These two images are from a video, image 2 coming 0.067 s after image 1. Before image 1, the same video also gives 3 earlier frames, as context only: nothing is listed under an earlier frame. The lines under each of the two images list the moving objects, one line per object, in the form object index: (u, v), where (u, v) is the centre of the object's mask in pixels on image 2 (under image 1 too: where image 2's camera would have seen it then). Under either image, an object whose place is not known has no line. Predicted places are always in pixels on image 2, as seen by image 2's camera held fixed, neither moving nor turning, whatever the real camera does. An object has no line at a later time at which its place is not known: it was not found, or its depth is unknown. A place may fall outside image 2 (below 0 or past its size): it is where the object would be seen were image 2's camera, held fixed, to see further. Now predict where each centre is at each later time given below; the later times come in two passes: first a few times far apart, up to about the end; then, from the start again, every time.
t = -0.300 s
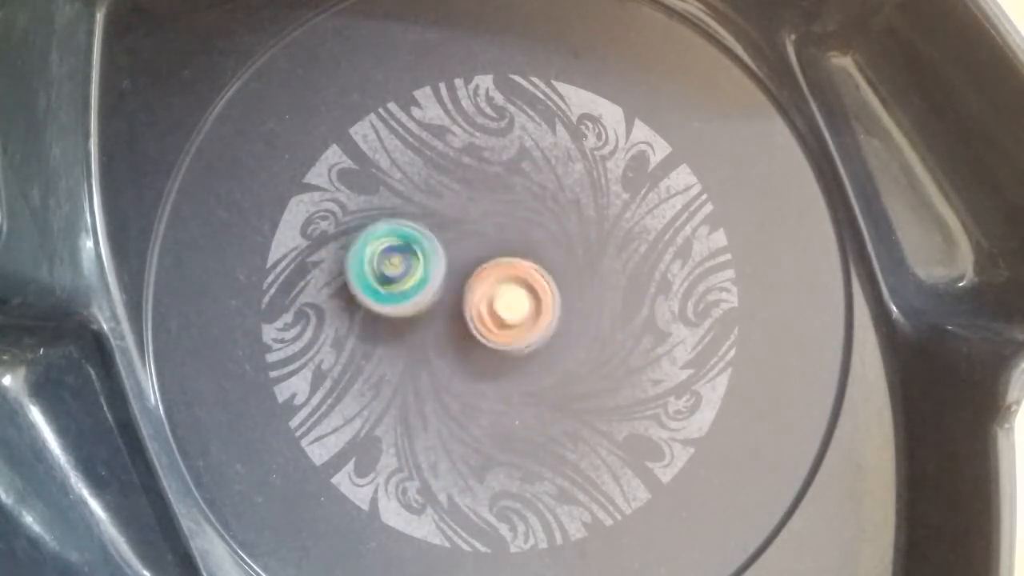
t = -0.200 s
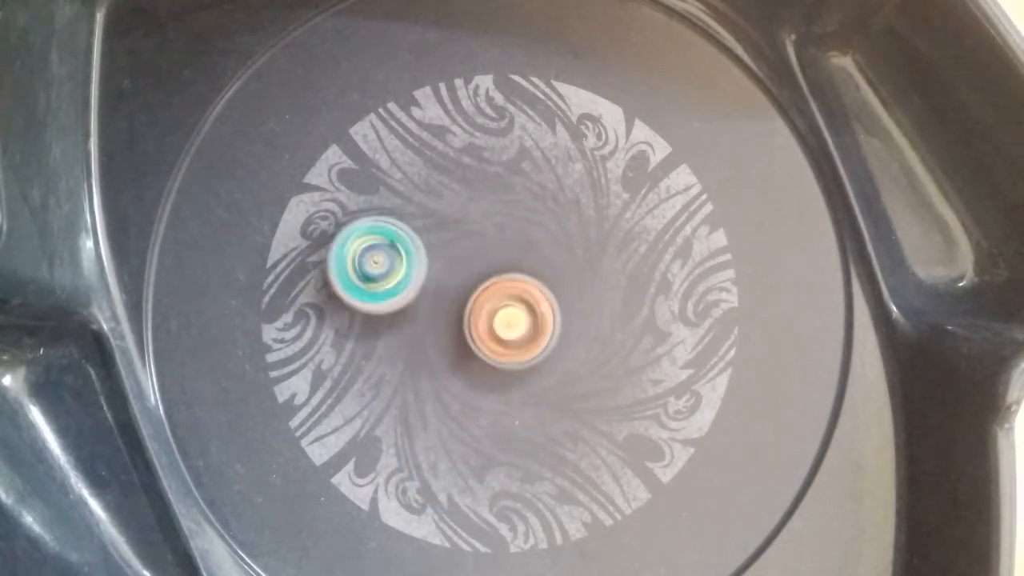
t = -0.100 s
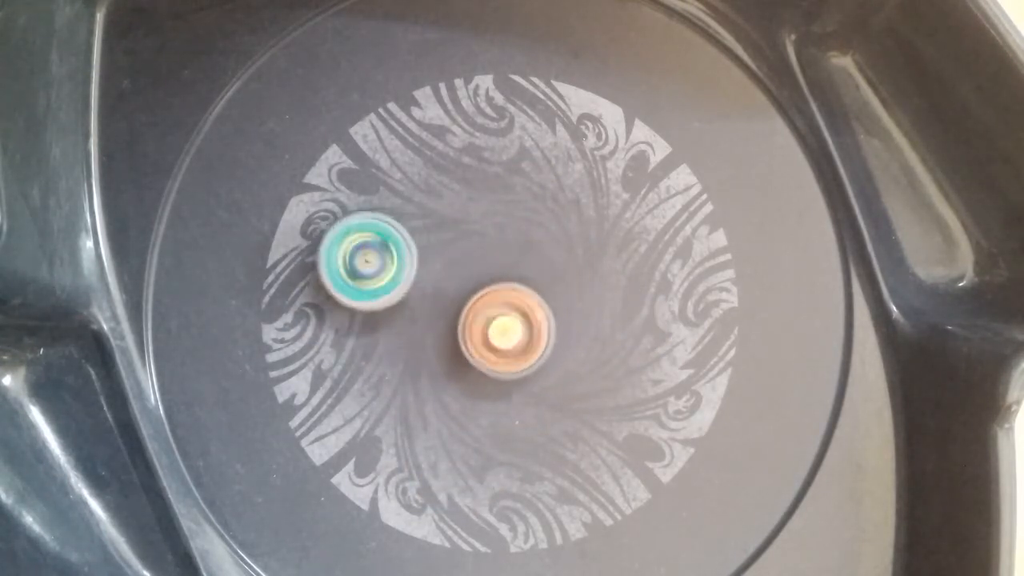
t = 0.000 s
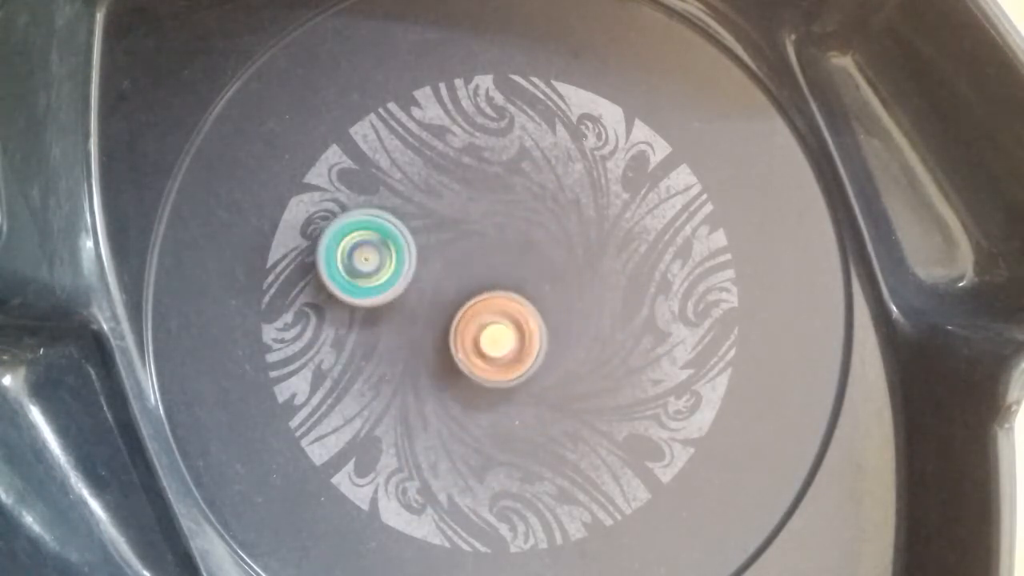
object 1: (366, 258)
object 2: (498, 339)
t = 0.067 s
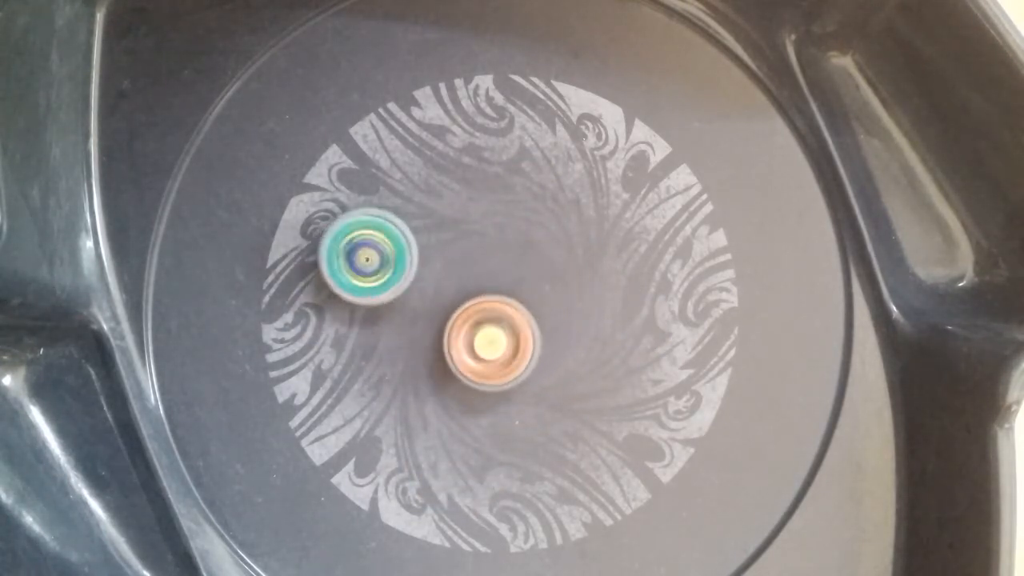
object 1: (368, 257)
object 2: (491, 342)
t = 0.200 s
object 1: (378, 264)
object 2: (477, 349)
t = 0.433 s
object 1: (390, 288)
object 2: (474, 365)
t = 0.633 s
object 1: (386, 301)
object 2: (479, 374)
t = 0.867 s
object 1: (384, 313)
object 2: (483, 374)
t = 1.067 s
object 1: (388, 327)
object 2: (491, 363)
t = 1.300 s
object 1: (391, 345)
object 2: (510, 351)
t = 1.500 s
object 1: (394, 357)
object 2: (529, 341)
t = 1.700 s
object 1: (401, 366)
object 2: (541, 329)
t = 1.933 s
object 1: (414, 378)
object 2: (541, 325)
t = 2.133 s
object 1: (423, 389)
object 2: (530, 323)
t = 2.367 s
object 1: (432, 399)
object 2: (518, 313)
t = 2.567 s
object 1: (442, 404)
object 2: (511, 301)
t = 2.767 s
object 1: (456, 408)
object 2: (510, 295)
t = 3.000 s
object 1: (472, 413)
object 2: (509, 293)
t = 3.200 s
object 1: (483, 416)
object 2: (502, 296)
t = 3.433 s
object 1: (495, 414)
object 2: (491, 295)
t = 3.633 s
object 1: (509, 409)
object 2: (486, 292)
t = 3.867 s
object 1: (524, 406)
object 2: (484, 291)
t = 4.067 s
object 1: (533, 402)
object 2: (483, 297)
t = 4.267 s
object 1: (540, 395)
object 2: (479, 302)
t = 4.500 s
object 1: (551, 385)
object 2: (472, 304)
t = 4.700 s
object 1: (559, 377)
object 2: (473, 302)
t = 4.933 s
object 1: (564, 369)
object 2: (474, 311)
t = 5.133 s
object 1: (568, 358)
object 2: (471, 317)
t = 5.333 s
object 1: (572, 345)
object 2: (465, 321)
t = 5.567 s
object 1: (577, 333)
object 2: (462, 320)
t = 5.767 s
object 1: (576, 324)
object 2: (463, 325)
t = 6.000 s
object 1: (573, 310)
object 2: (463, 332)
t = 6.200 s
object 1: (570, 299)
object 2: (462, 336)
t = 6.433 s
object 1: (567, 290)
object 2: (459, 336)
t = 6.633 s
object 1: (561, 283)
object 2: (461, 336)
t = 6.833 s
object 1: (551, 273)
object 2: (462, 340)
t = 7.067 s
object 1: (543, 263)
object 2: (463, 346)
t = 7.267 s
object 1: (537, 259)
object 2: (469, 348)
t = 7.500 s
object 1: (526, 255)
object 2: (472, 346)
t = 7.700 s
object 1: (515, 252)
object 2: (474, 345)
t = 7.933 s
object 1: (504, 247)
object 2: (481, 345)
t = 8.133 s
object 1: (505, 234)
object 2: (482, 358)
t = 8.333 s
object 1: (513, 233)
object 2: (482, 354)
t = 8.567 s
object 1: (505, 254)
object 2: (485, 351)
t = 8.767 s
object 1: (510, 242)
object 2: (476, 374)
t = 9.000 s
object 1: (505, 252)
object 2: (467, 353)
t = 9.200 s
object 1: (512, 275)
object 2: (459, 346)
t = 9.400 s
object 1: (539, 314)
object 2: (467, 356)
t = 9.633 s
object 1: (567, 291)
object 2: (480, 371)
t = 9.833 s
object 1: (562, 273)
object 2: (477, 387)
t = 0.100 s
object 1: (370, 257)
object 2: (488, 345)
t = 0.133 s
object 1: (372, 258)
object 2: (484, 347)
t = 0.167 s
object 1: (375, 260)
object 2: (481, 348)
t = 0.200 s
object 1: (378, 264)
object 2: (477, 349)
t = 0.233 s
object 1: (382, 267)
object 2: (474, 350)
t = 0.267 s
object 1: (386, 272)
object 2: (470, 350)
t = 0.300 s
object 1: (388, 278)
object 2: (467, 350)
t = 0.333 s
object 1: (391, 282)
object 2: (465, 350)
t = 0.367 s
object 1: (389, 282)
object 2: (469, 358)
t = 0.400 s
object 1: (390, 284)
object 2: (471, 362)
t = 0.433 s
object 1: (390, 288)
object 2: (474, 365)
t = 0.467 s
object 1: (389, 292)
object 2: (475, 369)
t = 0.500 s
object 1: (386, 294)
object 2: (475, 370)
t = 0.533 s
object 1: (385, 293)
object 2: (477, 371)
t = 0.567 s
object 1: (387, 294)
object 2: (478, 375)
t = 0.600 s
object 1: (388, 298)
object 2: (477, 375)
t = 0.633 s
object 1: (386, 301)
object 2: (479, 374)
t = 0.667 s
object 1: (384, 302)
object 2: (480, 377)
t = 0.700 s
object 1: (384, 303)
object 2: (479, 376)
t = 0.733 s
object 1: (384, 305)
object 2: (480, 375)
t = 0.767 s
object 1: (385, 308)
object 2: (480, 377)
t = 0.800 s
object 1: (384, 312)
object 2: (479, 374)
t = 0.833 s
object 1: (383, 313)
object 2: (482, 373)
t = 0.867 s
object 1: (384, 313)
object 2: (483, 374)
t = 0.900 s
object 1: (386, 316)
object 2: (482, 371)
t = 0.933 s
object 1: (386, 319)
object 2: (485, 368)
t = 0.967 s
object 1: (386, 321)
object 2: (486, 369)
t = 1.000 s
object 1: (387, 322)
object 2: (486, 367)
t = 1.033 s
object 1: (387, 325)
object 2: (488, 364)
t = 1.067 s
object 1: (388, 327)
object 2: (491, 363)
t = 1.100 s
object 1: (389, 330)
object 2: (492, 362)
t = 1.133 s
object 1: (389, 333)
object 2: (496, 358)
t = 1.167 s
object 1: (389, 335)
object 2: (499, 358)
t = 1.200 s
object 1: (390, 336)
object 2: (500, 357)
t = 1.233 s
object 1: (391, 340)
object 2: (504, 353)
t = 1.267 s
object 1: (391, 343)
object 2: (508, 352)
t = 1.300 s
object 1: (391, 345)
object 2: (510, 351)
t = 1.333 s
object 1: (392, 347)
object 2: (513, 349)
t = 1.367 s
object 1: (392, 349)
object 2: (518, 347)
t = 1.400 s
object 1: (393, 351)
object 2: (520, 346)
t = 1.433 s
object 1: (394, 353)
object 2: (523, 344)
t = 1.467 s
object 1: (394, 356)
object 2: (527, 342)
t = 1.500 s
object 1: (394, 357)
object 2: (529, 341)
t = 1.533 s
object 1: (396, 358)
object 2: (532, 338)
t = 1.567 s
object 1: (397, 360)
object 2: (536, 336)
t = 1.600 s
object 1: (397, 361)
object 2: (537, 335)
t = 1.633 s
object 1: (399, 363)
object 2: (539, 332)
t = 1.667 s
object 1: (400, 365)
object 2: (541, 331)
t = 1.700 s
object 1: (401, 366)
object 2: (541, 329)
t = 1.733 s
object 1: (403, 367)
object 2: (543, 326)
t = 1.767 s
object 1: (405, 369)
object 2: (545, 327)
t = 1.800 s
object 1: (406, 371)
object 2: (543, 327)
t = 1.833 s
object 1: (408, 372)
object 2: (544, 325)
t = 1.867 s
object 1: (410, 374)
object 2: (545, 326)
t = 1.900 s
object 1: (412, 376)
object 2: (542, 327)
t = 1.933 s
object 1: (414, 378)
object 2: (541, 325)
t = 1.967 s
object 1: (416, 380)
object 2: (541, 326)
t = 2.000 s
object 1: (417, 383)
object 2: (538, 326)
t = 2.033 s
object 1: (417, 383)
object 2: (535, 324)
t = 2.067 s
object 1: (419, 385)
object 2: (535, 324)
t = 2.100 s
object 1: (422, 388)
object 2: (533, 325)
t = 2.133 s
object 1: (423, 389)
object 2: (530, 323)
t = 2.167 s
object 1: (425, 391)
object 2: (530, 322)
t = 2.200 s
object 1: (426, 393)
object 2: (529, 323)
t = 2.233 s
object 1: (427, 395)
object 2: (525, 322)
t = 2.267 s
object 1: (429, 395)
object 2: (523, 319)
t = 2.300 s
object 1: (431, 397)
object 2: (523, 318)
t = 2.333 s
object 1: (432, 399)
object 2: (520, 317)
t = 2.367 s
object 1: (432, 399)
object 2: (518, 313)
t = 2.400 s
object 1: (434, 400)
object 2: (518, 312)
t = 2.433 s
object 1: (436, 401)
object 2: (516, 310)
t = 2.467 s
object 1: (436, 402)
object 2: (514, 307)
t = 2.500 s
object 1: (439, 402)
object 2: (514, 305)
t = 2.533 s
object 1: (441, 404)
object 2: (512, 304)
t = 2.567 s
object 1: (442, 404)
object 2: (511, 301)
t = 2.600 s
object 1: (444, 404)
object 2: (512, 299)
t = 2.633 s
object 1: (447, 405)
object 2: (512, 300)
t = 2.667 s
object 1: (449, 406)
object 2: (510, 297)
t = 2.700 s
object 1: (451, 405)
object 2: (511, 295)
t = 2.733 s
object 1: (454, 406)
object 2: (511, 296)
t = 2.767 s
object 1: (456, 408)
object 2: (510, 295)
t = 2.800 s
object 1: (458, 408)
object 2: (511, 293)
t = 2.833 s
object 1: (460, 408)
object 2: (512, 294)
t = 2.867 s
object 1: (463, 409)
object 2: (510, 294)
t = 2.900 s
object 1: (465, 410)
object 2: (511, 292)
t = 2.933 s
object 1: (468, 411)
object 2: (512, 293)
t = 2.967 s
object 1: (470, 412)
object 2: (510, 295)
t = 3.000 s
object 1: (472, 413)
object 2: (509, 293)
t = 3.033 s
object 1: (474, 413)
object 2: (511, 293)
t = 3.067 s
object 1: (476, 414)
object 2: (509, 296)
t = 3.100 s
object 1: (478, 415)
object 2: (507, 295)
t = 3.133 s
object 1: (479, 415)
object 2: (507, 295)
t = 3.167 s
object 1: (482, 415)
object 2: (506, 297)
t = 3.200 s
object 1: (483, 416)
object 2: (502, 296)
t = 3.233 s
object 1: (484, 416)
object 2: (502, 295)
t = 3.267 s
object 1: (487, 415)
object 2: (502, 297)
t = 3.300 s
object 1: (489, 416)
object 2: (498, 297)
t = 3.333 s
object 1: (489, 416)
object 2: (496, 296)
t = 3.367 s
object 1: (490, 415)
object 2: (496, 296)
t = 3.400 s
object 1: (493, 414)
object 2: (493, 297)
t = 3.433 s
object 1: (495, 414)
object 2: (491, 295)
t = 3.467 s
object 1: (497, 413)
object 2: (492, 294)
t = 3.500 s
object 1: (500, 412)
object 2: (490, 295)
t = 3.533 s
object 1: (502, 412)
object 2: (488, 293)
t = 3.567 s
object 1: (504, 411)
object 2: (488, 292)
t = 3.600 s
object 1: (506, 410)
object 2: (488, 293)
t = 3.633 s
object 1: (509, 409)
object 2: (486, 292)
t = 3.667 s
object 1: (511, 409)
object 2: (486, 290)
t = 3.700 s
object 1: (513, 408)
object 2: (487, 291)
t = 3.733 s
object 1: (516, 408)
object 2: (485, 291)
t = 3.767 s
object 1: (518, 408)
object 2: (486, 289)
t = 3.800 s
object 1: (519, 407)
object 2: (487, 290)
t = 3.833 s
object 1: (521, 406)
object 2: (485, 292)
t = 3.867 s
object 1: (524, 406)
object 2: (484, 291)
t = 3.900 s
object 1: (525, 406)
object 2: (486, 290)
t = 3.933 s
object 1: (527, 405)
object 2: (487, 293)
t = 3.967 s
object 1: (529, 405)
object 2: (485, 294)
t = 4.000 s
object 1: (530, 405)
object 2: (485, 294)
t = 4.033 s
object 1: (531, 403)
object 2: (486, 296)
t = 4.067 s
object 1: (533, 402)
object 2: (483, 297)
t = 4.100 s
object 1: (535, 403)
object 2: (483, 296)
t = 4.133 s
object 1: (535, 402)
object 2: (484, 297)
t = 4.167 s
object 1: (536, 400)
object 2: (482, 300)
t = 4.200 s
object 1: (538, 399)
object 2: (480, 300)
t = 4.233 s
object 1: (538, 397)
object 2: (480, 300)
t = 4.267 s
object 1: (540, 395)
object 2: (479, 302)
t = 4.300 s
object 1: (542, 394)
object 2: (476, 302)
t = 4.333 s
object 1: (543, 393)
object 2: (476, 301)
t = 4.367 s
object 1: (544, 391)
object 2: (476, 303)
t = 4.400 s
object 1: (546, 388)
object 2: (473, 303)
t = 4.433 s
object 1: (548, 388)
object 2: (472, 302)
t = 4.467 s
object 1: (549, 386)
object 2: (474, 302)
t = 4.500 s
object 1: (551, 385)
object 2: (472, 304)
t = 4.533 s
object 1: (553, 383)
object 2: (471, 302)
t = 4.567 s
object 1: (554, 382)
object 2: (472, 301)
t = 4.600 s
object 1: (555, 380)
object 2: (472, 302)
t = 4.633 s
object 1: (558, 379)
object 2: (470, 301)
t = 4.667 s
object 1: (559, 379)
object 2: (472, 300)
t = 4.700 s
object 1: (559, 377)
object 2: (473, 302)
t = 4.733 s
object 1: (561, 375)
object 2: (471, 304)
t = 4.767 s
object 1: (562, 375)
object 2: (470, 303)
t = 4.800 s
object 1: (562, 374)
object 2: (472, 303)
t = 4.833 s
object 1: (563, 372)
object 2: (473, 306)
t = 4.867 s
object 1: (565, 371)
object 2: (472, 307)
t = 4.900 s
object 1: (565, 371)
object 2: (473, 308)
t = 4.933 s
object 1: (564, 369)
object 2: (474, 311)
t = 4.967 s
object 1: (566, 367)
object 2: (472, 312)
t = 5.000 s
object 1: (566, 366)
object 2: (472, 311)
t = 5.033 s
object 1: (566, 364)
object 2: (474, 313)
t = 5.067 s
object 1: (566, 361)
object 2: (473, 316)
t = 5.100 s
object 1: (568, 360)
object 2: (471, 316)
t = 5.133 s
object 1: (568, 358)
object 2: (471, 317)
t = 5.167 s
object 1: (568, 356)
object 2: (471, 319)
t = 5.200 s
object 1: (569, 353)
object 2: (468, 320)
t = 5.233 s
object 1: (570, 351)
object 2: (468, 319)
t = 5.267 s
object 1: (570, 349)
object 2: (468, 321)
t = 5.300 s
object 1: (571, 346)
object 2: (466, 322)
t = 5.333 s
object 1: (572, 345)
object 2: (465, 321)
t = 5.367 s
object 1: (573, 343)
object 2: (466, 321)
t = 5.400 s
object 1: (573, 341)
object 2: (465, 323)
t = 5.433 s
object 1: (575, 339)
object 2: (463, 322)
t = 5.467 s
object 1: (576, 338)
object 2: (463, 320)
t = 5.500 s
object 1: (576, 336)
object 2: (464, 321)
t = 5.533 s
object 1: (577, 334)
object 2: (462, 321)
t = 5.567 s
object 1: (577, 333)
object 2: (462, 320)
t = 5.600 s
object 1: (577, 332)
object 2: (464, 321)
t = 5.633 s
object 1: (577, 329)
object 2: (463, 324)
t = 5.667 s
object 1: (578, 327)
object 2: (461, 323)
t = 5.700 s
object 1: (578, 327)
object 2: (462, 322)
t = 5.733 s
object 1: (577, 326)
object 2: (464, 324)
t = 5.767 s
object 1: (576, 324)
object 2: (463, 325)
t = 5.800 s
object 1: (577, 322)
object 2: (464, 325)
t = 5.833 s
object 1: (576, 321)
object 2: (465, 327)
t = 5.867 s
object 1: (575, 318)
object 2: (464, 329)
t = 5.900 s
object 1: (575, 317)
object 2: (463, 328)
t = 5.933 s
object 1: (574, 315)
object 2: (464, 328)
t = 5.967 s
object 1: (573, 313)
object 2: (465, 331)
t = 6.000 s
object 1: (573, 310)
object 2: (463, 332)
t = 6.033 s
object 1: (573, 309)
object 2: (462, 332)
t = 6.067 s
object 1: (572, 308)
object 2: (463, 334)
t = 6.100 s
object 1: (571, 305)
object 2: (461, 336)
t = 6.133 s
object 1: (571, 303)
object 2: (460, 334)
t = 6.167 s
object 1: (571, 301)
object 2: (461, 334)
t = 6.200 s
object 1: (570, 299)
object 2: (462, 336)
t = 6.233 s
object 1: (570, 296)
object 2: (459, 336)
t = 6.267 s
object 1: (570, 296)
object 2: (459, 334)
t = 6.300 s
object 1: (569, 295)
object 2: (459, 335)
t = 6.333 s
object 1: (568, 292)
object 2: (458, 335)
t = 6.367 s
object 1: (569, 291)
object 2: (457, 334)
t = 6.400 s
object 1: (568, 291)
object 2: (458, 334)
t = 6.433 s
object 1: (567, 290)
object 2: (459, 336)
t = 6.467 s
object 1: (566, 288)
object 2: (457, 336)
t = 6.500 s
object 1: (566, 287)
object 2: (457, 335)
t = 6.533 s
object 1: (564, 286)
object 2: (459, 335)
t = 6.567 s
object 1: (562, 284)
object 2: (459, 337)
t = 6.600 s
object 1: (562, 283)
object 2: (459, 336)
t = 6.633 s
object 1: (561, 283)
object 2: (461, 336)
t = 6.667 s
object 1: (559, 282)
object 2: (462, 338)
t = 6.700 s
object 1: (557, 279)
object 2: (461, 339)
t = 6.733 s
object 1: (556, 278)
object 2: (461, 337)
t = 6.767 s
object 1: (555, 278)
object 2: (463, 338)
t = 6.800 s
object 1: (552, 275)
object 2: (463, 341)
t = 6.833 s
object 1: (551, 273)
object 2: (462, 340)
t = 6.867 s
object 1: (550, 272)
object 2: (463, 340)
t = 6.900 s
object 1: (549, 271)
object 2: (464, 343)
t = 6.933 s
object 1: (547, 269)
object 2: (463, 344)
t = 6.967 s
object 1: (546, 267)
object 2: (463, 343)
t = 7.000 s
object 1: (545, 266)
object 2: (465, 344)
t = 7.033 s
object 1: (543, 265)
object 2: (465, 347)
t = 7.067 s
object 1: (543, 263)
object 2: (463, 346)
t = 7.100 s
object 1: (542, 262)
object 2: (465, 346)
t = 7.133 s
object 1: (541, 262)
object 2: (467, 347)
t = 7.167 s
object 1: (539, 260)
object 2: (466, 347)
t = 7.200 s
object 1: (539, 259)
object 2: (467, 346)
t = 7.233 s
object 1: (539, 259)
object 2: (468, 346)
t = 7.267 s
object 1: (537, 259)
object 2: (469, 348)
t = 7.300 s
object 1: (535, 257)
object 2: (467, 347)
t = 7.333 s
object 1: (535, 257)
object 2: (468, 345)
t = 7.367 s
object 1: (533, 257)
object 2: (470, 346)
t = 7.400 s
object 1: (531, 256)
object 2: (470, 347)
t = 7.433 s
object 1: (530, 256)
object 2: (469, 347)
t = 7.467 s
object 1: (529, 256)
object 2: (471, 346)
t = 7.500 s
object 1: (526, 255)
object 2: (472, 346)
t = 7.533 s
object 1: (524, 254)
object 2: (472, 346)
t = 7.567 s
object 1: (523, 254)
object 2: (473, 345)
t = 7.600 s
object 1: (521, 254)
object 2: (475, 346)
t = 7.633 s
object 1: (518, 253)
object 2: (474, 348)
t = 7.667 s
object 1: (516, 252)
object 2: (473, 347)
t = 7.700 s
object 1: (515, 252)
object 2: (474, 345)
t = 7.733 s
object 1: (512, 251)
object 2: (477, 345)
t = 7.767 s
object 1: (510, 249)
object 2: (477, 347)
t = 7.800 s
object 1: (510, 249)
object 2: (476, 346)
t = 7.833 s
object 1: (508, 249)
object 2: (478, 346)
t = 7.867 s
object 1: (506, 249)
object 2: (479, 346)
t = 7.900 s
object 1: (504, 247)
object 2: (479, 346)
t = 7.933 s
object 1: (504, 247)
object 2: (481, 345)
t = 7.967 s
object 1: (503, 248)
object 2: (484, 346)
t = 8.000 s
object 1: (501, 247)
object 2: (483, 349)
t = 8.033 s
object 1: (500, 247)
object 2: (481, 349)
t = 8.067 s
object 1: (500, 247)
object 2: (482, 346)
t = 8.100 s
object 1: (501, 241)
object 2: (485, 349)
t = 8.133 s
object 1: (505, 234)
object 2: (482, 358)
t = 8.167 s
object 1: (509, 233)
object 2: (478, 360)
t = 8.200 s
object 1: (510, 235)
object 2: (474, 359)
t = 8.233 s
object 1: (508, 235)
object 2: (474, 355)
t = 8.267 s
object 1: (506, 233)
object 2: (476, 353)
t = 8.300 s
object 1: (509, 231)
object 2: (479, 352)
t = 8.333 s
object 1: (513, 233)
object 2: (482, 354)
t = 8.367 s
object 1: (516, 237)
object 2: (482, 355)
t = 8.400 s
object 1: (515, 243)
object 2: (481, 357)
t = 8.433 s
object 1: (513, 247)
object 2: (480, 358)
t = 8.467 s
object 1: (510, 251)
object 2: (479, 356)
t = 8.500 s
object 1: (507, 252)
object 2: (479, 354)
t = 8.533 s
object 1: (506, 252)
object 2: (482, 352)
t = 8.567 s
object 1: (505, 254)
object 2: (485, 351)
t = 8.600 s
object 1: (502, 257)
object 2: (490, 354)
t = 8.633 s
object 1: (500, 251)
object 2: (492, 363)
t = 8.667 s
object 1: (503, 244)
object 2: (489, 372)
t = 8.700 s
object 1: (508, 243)
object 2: (485, 375)
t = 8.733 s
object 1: (508, 242)
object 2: (480, 373)
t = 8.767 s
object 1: (510, 242)
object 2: (476, 374)
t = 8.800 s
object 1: (511, 243)
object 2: (474, 373)
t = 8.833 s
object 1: (512, 246)
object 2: (472, 370)
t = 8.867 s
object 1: (511, 248)
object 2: (471, 367)
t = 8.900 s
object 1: (509, 249)
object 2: (470, 364)
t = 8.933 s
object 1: (508, 250)
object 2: (469, 361)
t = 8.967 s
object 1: (506, 251)
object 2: (468, 357)
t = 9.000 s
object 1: (505, 252)
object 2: (467, 353)
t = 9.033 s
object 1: (504, 256)
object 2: (467, 348)
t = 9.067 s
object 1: (508, 257)
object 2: (465, 344)
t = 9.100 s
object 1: (512, 260)
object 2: (462, 344)
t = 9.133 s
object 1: (513, 263)
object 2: (460, 343)
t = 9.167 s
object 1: (512, 268)
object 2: (460, 344)
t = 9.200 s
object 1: (512, 275)
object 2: (459, 346)
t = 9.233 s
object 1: (512, 280)
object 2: (462, 347)
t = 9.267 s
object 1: (511, 288)
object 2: (463, 349)
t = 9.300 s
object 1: (514, 295)
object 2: (465, 349)
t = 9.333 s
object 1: (522, 304)
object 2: (463, 352)
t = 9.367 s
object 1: (530, 310)
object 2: (464, 354)
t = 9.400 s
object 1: (539, 314)
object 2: (467, 356)
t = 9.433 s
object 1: (548, 314)
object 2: (469, 357)
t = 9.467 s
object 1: (554, 311)
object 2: (470, 360)
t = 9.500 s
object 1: (560, 308)
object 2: (475, 362)
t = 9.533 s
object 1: (563, 303)
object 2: (477, 364)
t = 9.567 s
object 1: (565, 299)
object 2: (479, 366)
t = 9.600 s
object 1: (567, 294)
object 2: (479, 368)
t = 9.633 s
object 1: (567, 291)
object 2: (480, 371)
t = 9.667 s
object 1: (567, 287)
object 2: (481, 374)
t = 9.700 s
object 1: (567, 283)
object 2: (481, 377)
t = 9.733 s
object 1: (566, 279)
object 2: (481, 379)
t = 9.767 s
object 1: (565, 276)
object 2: (480, 383)
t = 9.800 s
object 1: (563, 274)
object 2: (478, 385)
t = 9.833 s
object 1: (562, 273)
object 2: (477, 387)
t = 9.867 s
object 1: (561, 272)
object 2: (477, 389)
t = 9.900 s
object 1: (560, 270)
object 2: (477, 389)
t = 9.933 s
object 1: (559, 269)
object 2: (477, 390)
